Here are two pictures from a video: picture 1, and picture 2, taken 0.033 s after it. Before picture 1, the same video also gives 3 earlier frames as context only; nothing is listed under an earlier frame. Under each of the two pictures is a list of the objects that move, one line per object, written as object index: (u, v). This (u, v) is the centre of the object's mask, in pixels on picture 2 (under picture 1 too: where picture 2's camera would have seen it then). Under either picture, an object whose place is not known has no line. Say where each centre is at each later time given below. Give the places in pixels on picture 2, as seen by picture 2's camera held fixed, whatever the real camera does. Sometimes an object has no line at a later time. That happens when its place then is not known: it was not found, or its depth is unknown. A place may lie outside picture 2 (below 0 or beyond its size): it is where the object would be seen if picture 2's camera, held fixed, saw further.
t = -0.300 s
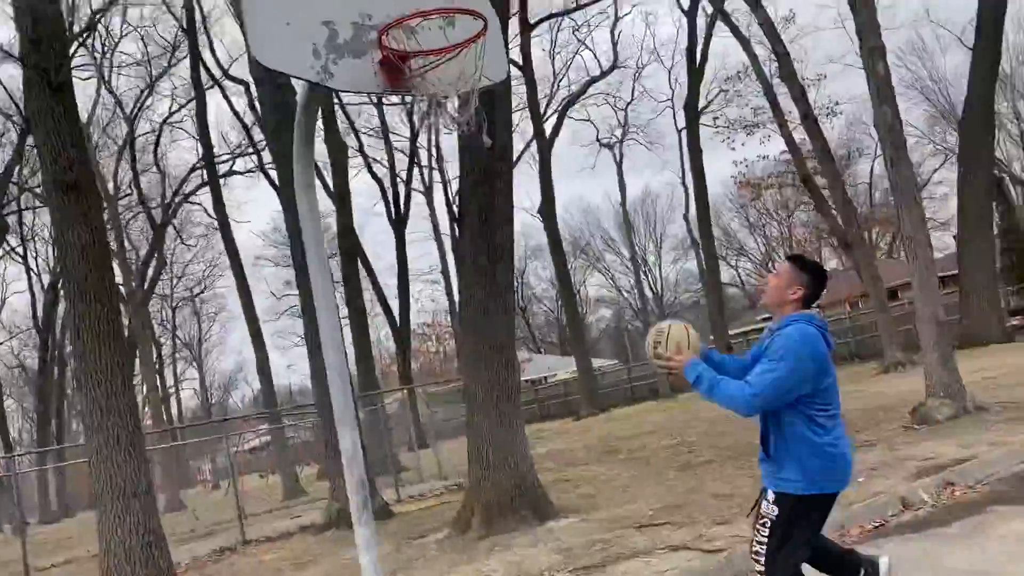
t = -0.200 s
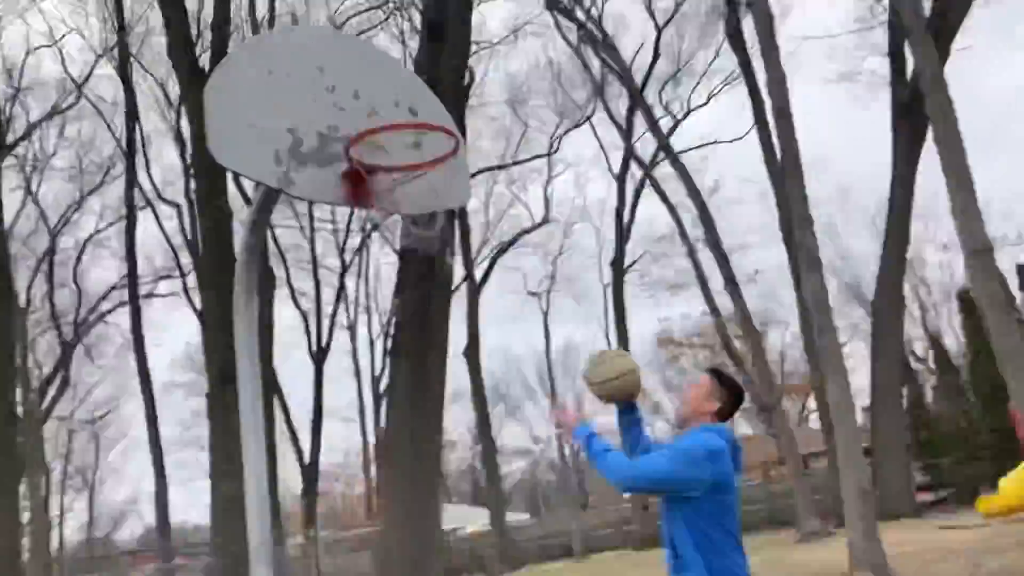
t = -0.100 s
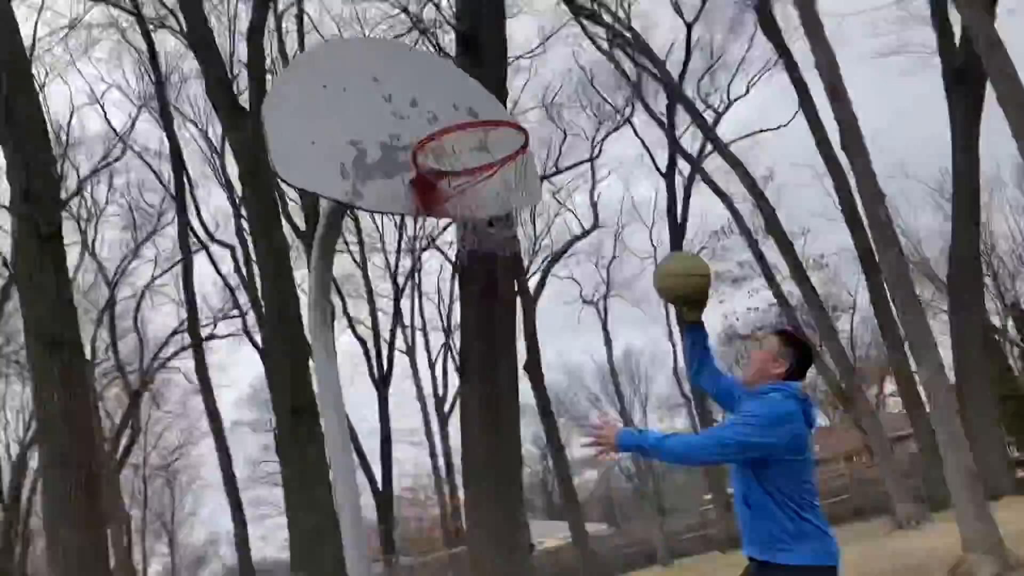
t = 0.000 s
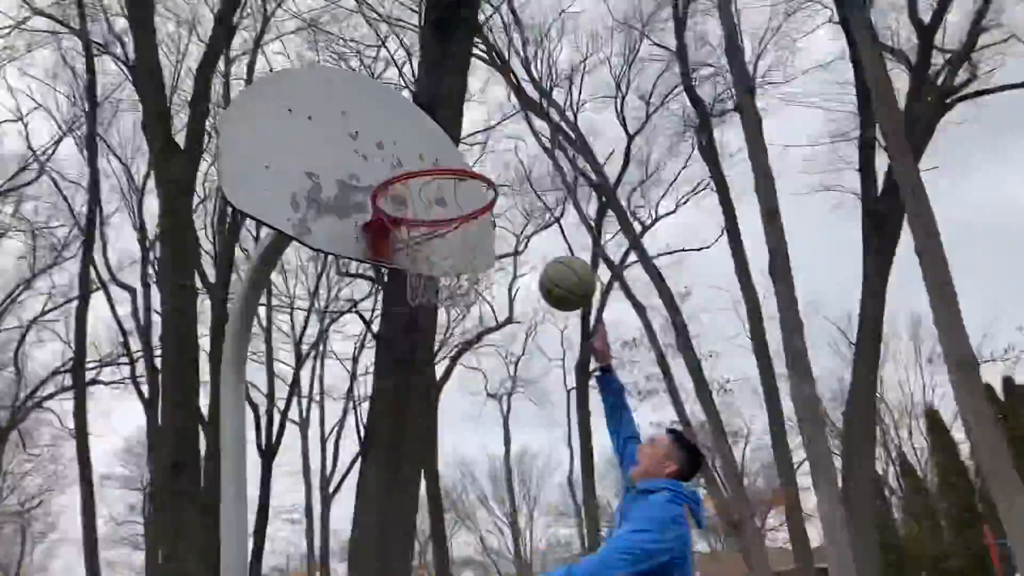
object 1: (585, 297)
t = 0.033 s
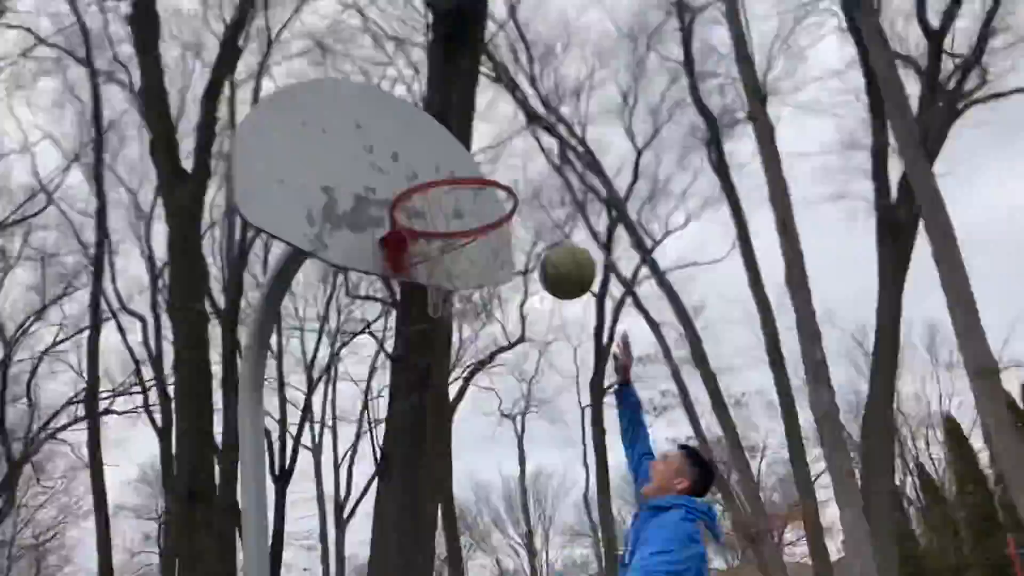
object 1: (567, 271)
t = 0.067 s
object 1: (548, 249)
